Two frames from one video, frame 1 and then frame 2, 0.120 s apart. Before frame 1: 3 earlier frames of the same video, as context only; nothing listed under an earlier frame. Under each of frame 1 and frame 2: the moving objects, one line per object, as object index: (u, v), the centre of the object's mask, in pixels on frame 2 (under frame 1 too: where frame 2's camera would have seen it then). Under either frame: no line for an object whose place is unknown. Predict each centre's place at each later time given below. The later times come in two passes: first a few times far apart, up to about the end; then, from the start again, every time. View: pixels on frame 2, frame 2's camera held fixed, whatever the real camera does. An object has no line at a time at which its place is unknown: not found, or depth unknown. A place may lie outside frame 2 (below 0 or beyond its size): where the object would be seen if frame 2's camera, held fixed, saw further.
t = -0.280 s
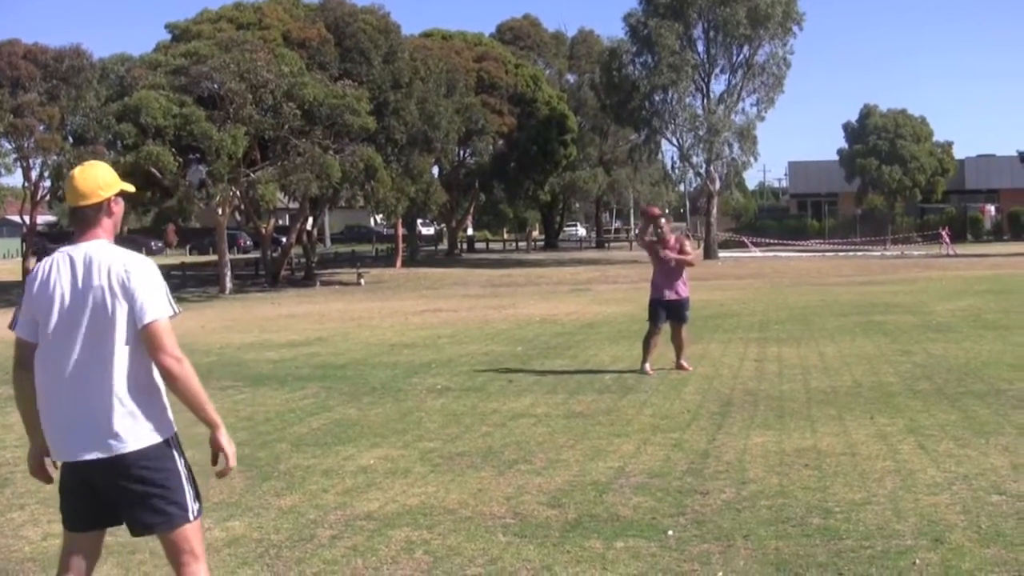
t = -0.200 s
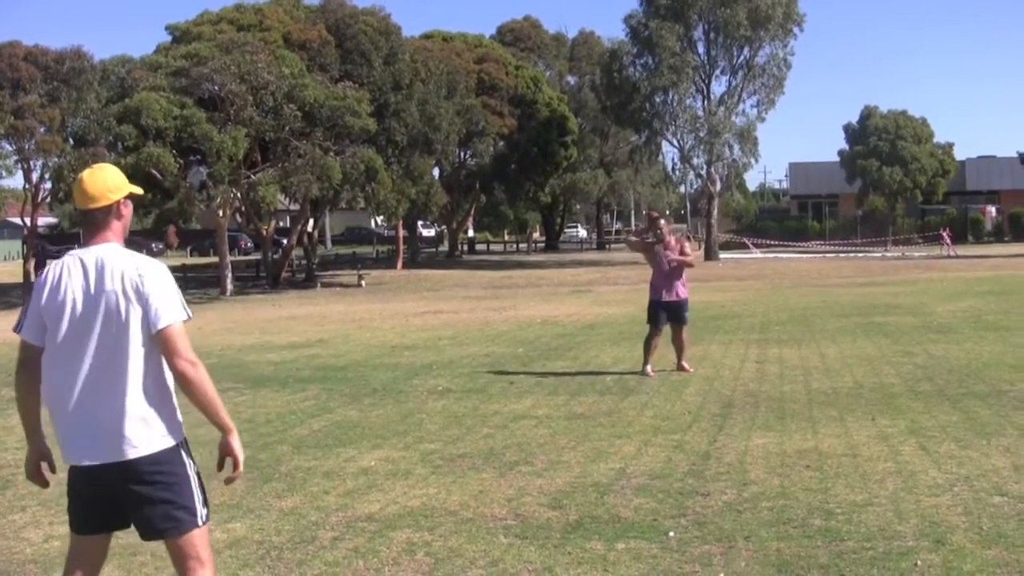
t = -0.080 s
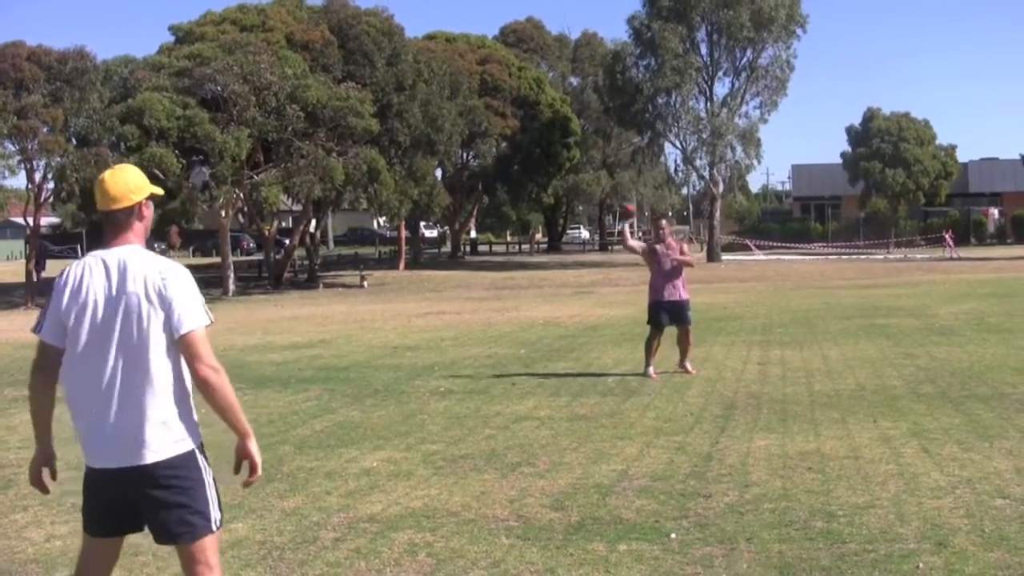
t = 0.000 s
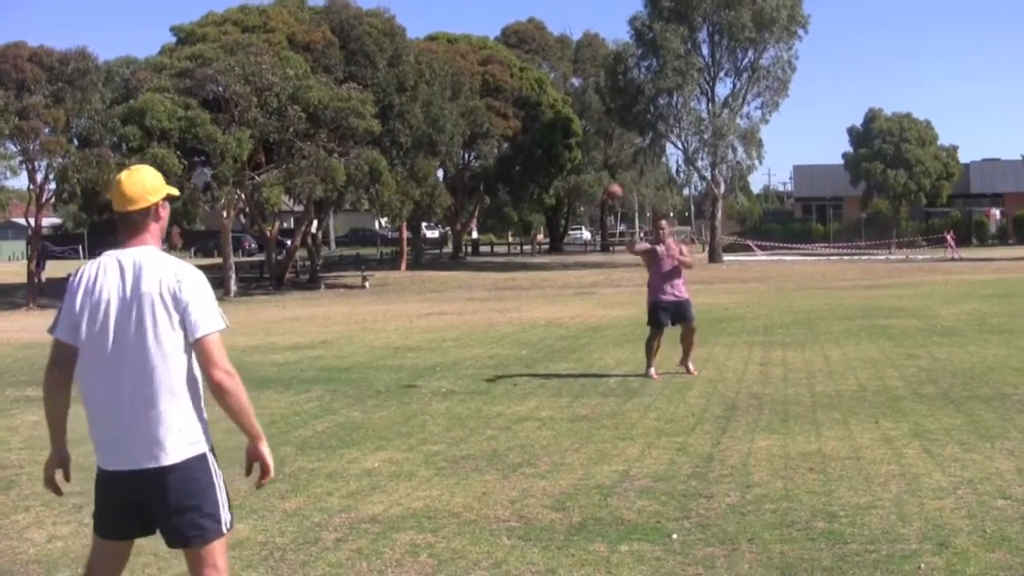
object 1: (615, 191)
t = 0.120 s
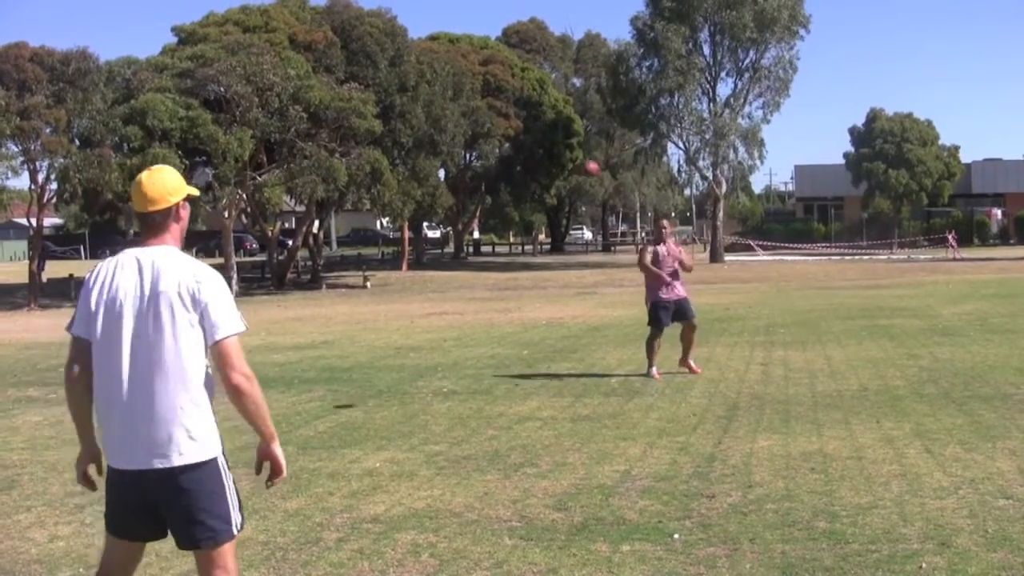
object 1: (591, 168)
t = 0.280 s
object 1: (545, 156)
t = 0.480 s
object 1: (455, 189)
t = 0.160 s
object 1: (582, 161)
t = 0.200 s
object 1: (571, 159)
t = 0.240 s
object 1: (558, 157)
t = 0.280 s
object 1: (545, 156)
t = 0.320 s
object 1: (530, 157)
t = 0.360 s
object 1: (515, 161)
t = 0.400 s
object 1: (497, 166)
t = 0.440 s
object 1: (477, 173)
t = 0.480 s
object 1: (455, 189)
